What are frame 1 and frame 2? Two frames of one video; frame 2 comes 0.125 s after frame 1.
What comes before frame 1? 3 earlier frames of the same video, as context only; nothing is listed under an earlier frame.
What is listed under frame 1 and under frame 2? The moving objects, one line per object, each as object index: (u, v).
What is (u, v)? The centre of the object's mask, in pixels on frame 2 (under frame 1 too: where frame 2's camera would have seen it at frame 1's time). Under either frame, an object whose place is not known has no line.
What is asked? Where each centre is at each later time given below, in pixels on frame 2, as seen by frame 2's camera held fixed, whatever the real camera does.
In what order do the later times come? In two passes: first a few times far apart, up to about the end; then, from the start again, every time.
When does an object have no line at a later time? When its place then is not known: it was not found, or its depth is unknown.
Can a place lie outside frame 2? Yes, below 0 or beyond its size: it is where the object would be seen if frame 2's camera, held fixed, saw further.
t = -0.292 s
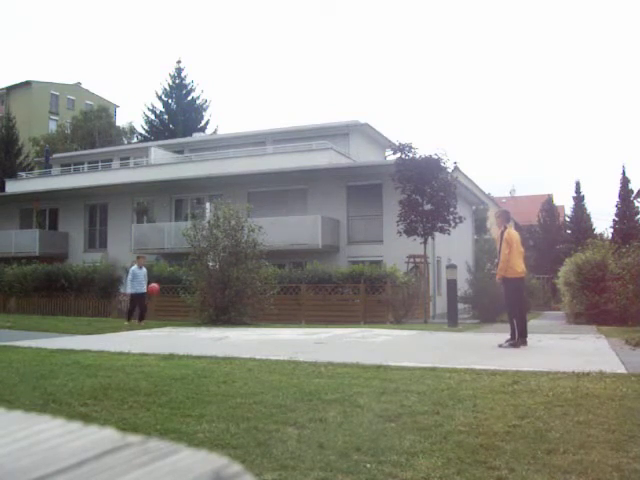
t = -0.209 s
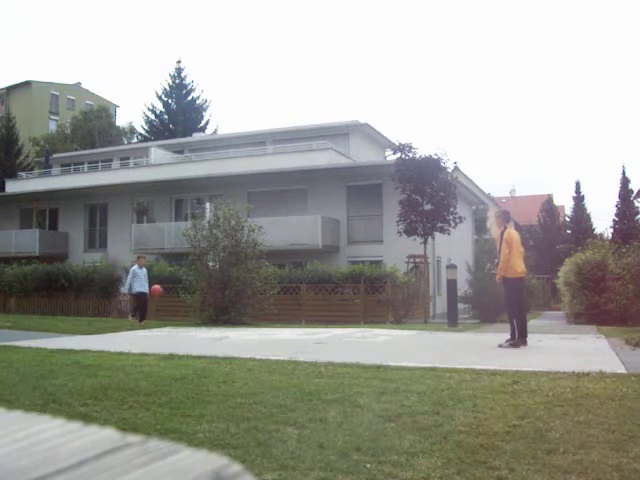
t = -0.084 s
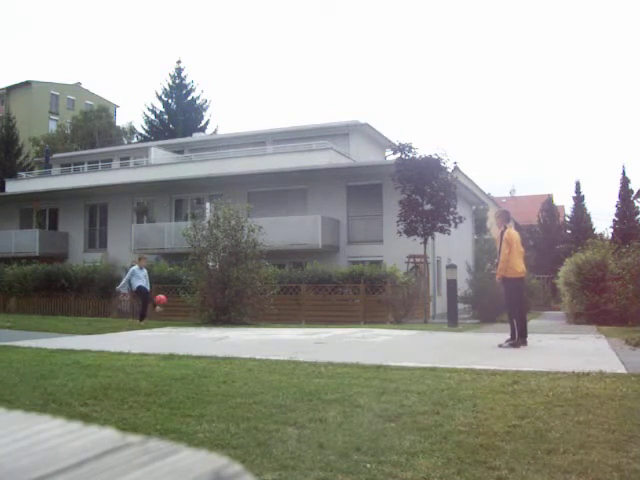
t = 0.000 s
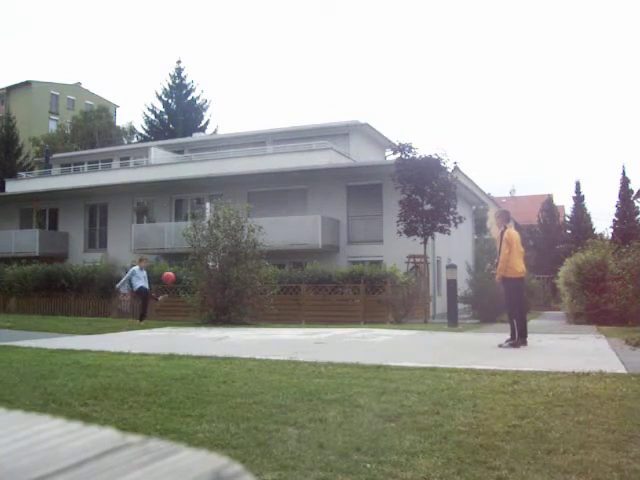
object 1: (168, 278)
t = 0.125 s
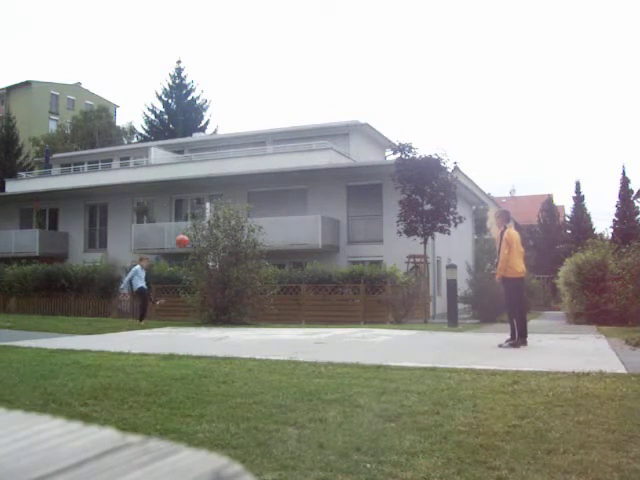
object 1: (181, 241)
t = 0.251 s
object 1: (195, 211)
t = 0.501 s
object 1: (226, 176)
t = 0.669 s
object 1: (249, 173)
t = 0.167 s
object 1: (185, 230)
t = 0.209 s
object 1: (191, 220)
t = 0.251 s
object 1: (195, 211)
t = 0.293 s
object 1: (201, 202)
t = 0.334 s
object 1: (206, 195)
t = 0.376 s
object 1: (211, 187)
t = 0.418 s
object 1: (216, 183)
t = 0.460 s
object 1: (222, 179)
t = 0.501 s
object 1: (226, 176)
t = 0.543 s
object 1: (232, 174)
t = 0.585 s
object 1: (238, 173)
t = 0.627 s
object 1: (244, 172)
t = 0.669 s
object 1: (249, 173)
